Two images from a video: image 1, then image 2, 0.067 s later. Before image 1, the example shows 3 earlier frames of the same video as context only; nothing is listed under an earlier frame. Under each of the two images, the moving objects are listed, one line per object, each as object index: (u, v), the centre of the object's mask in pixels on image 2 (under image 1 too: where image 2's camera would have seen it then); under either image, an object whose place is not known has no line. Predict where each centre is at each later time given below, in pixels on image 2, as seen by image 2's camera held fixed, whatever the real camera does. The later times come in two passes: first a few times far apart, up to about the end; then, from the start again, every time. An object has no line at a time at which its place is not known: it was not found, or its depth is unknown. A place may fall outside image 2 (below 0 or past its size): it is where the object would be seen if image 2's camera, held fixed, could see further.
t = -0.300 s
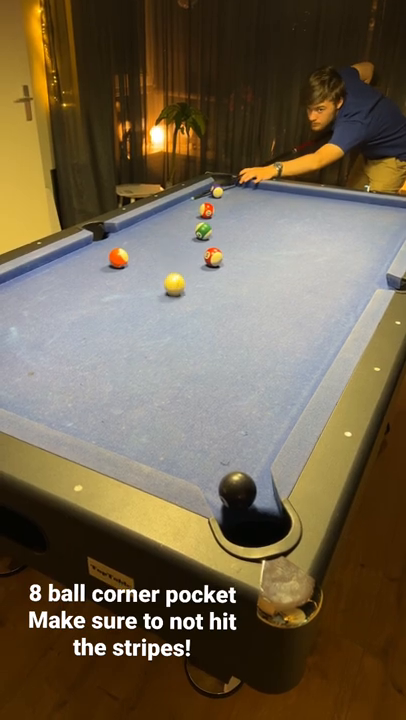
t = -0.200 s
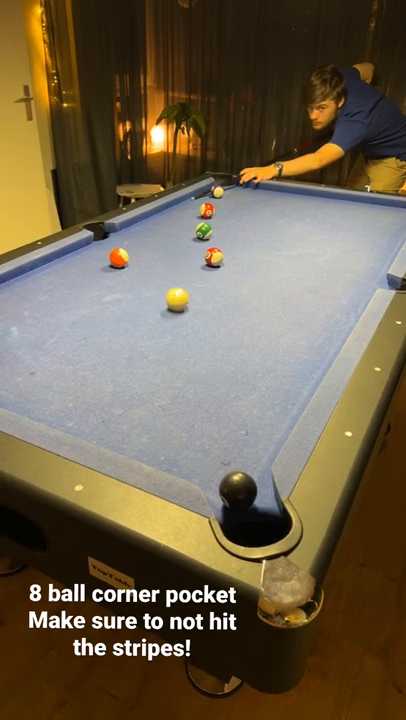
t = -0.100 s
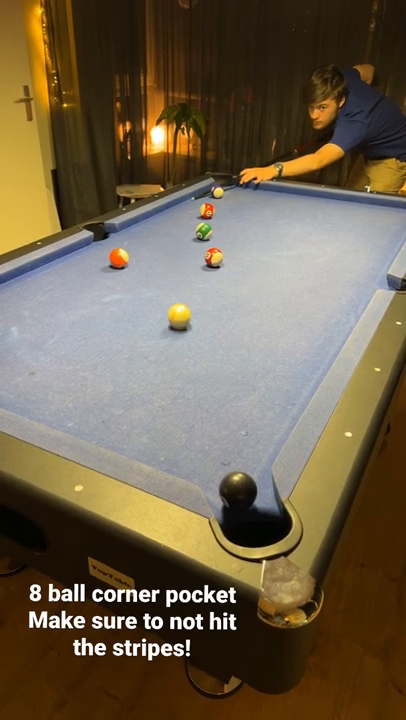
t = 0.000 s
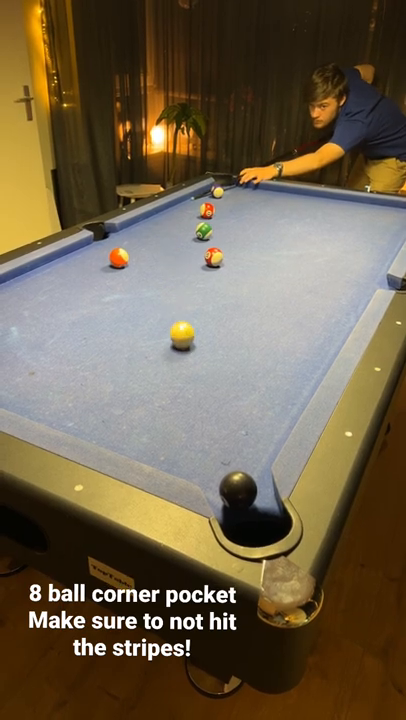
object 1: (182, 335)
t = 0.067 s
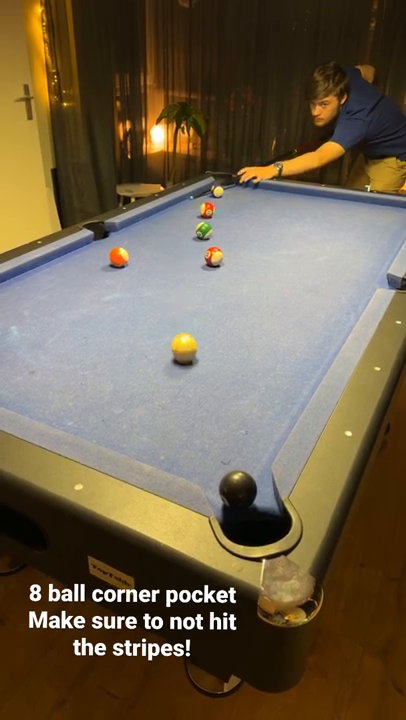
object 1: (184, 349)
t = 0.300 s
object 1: (193, 409)
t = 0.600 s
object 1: (228, 464)
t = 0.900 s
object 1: (261, 433)
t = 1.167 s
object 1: (259, 409)
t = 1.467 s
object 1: (258, 389)
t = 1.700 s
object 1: (257, 377)
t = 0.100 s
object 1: (185, 356)
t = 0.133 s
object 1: (186, 364)
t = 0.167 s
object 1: (187, 372)
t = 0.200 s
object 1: (189, 380)
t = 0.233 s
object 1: (190, 389)
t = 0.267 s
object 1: (191, 399)
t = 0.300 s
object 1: (193, 409)
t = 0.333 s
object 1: (195, 419)
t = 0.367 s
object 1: (196, 430)
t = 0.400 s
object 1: (198, 442)
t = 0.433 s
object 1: (200, 453)
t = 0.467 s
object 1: (203, 466)
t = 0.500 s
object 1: (205, 474)
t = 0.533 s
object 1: (211, 470)
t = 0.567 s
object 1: (219, 467)
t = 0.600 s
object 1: (228, 464)
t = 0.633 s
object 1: (236, 461)
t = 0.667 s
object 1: (243, 458)
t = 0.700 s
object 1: (251, 454)
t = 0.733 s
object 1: (258, 451)
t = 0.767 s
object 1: (262, 448)
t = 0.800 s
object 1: (262, 444)
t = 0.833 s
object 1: (262, 440)
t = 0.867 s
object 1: (262, 437)
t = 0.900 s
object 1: (261, 433)
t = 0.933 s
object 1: (260, 429)
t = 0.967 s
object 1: (260, 426)
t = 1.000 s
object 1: (260, 423)
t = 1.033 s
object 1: (260, 420)
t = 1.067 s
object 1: (259, 417)
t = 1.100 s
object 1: (259, 414)
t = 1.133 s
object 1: (259, 412)
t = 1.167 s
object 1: (259, 409)
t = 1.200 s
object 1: (258, 406)
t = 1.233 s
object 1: (258, 404)
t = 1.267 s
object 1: (258, 402)
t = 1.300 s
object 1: (258, 399)
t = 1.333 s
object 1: (258, 397)
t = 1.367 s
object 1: (258, 395)
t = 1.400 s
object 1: (258, 393)
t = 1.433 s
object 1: (258, 391)
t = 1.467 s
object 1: (258, 389)
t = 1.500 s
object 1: (258, 387)
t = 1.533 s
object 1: (258, 385)
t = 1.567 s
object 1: (257, 384)
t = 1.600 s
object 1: (257, 382)
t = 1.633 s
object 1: (257, 380)
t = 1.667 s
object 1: (257, 379)
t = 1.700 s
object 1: (257, 377)
